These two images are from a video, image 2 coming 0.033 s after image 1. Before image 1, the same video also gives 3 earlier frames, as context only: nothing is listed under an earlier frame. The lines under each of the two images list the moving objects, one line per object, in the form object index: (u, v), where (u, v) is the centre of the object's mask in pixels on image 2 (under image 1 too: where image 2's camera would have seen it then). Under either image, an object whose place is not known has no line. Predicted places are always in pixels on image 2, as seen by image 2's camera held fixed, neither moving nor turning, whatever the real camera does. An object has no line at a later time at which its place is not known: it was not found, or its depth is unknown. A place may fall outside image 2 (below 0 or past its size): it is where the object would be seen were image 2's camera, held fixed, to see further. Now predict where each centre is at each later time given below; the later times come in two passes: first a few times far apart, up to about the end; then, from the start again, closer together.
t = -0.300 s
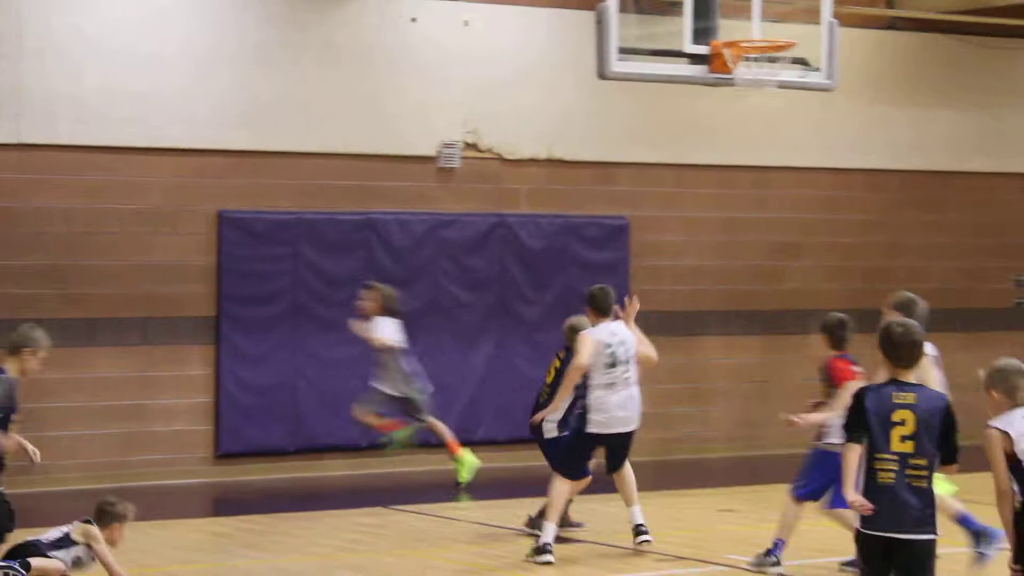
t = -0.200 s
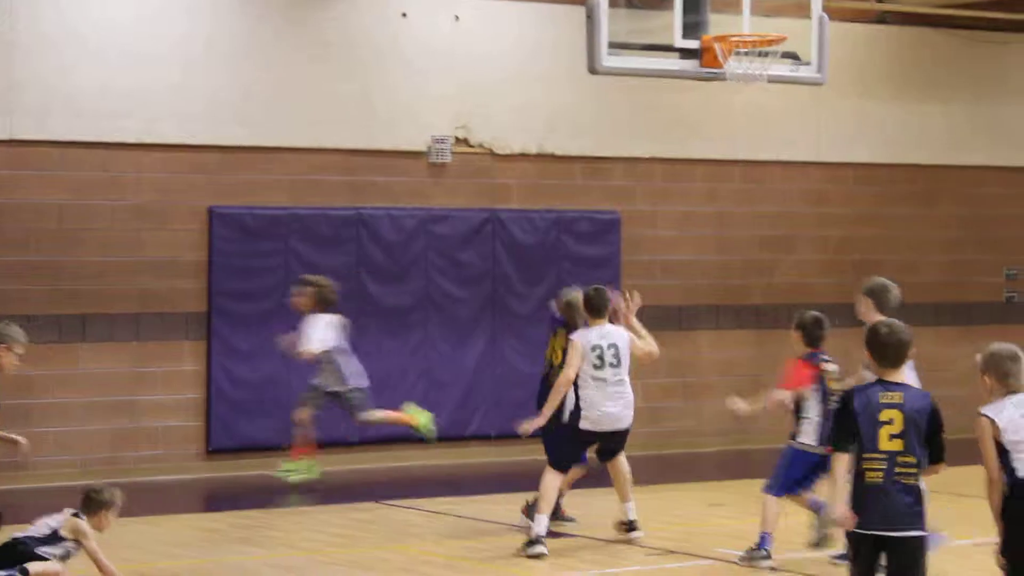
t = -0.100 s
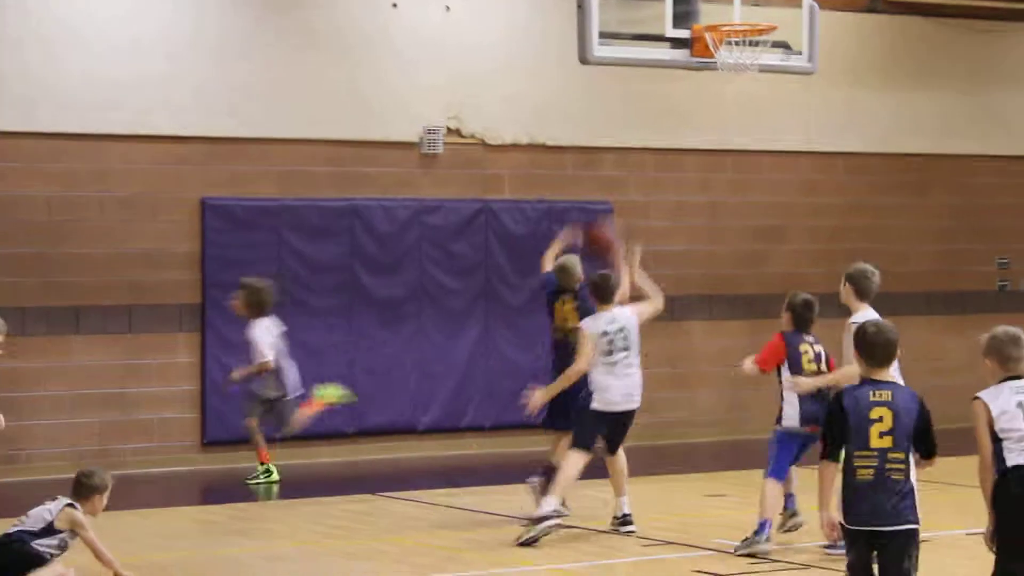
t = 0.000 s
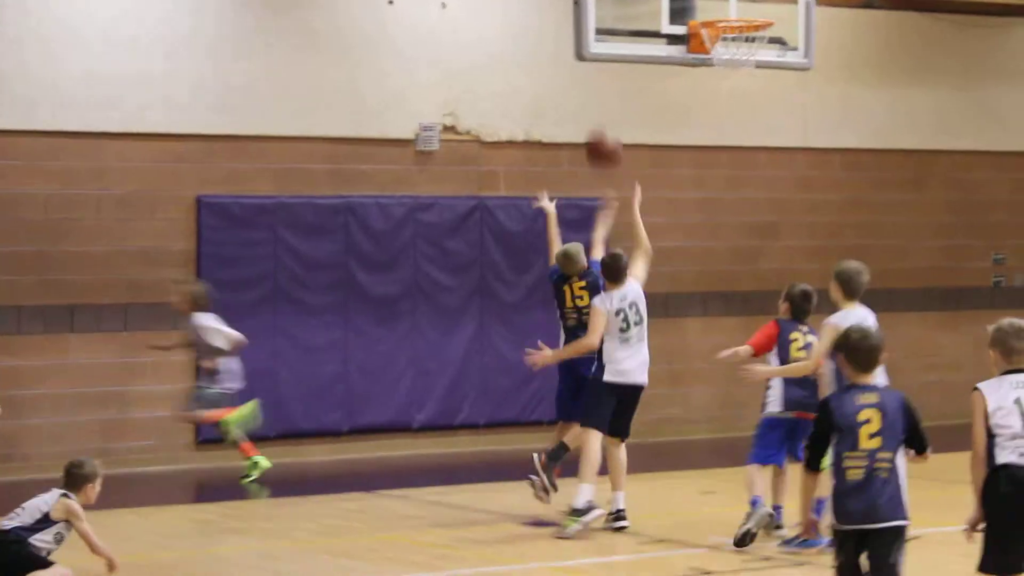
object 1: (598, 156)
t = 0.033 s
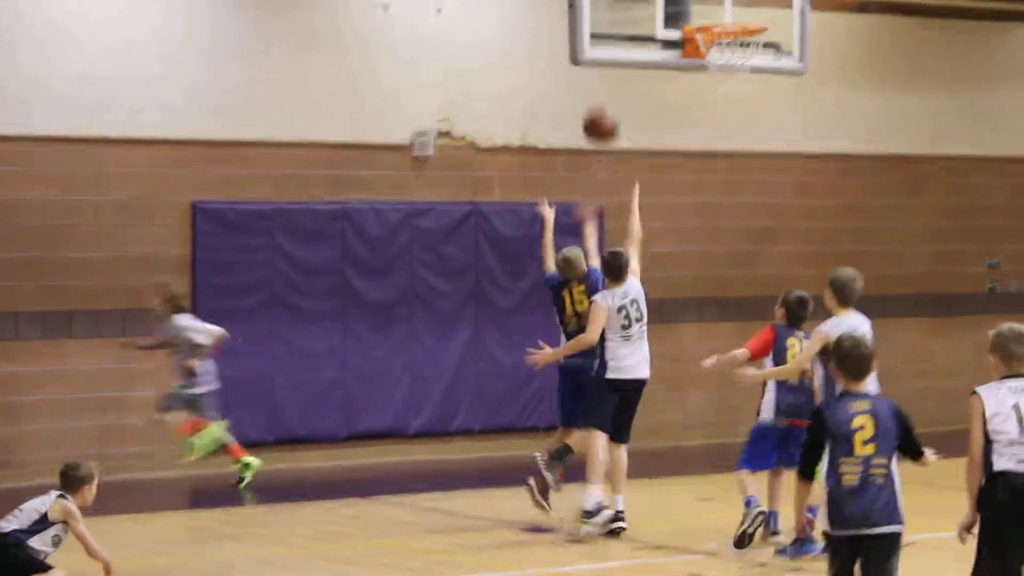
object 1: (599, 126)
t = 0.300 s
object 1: (618, -20)
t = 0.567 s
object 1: (665, -28)
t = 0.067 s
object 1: (602, 101)
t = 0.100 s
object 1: (604, 79)
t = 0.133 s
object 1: (606, 57)
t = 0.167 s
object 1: (609, 39)
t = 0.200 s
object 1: (610, 21)
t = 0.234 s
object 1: (612, 4)
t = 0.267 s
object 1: (615, -9)
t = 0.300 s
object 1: (618, -20)
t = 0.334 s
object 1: (619, -31)
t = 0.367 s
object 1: (620, -39)
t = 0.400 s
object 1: (626, -39)
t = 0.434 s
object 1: (635, -39)
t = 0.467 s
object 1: (643, -36)
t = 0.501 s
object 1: (652, -30)
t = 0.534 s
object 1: (658, -29)
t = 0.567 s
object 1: (665, -28)
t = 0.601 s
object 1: (675, -19)
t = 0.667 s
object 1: (691, 3)
